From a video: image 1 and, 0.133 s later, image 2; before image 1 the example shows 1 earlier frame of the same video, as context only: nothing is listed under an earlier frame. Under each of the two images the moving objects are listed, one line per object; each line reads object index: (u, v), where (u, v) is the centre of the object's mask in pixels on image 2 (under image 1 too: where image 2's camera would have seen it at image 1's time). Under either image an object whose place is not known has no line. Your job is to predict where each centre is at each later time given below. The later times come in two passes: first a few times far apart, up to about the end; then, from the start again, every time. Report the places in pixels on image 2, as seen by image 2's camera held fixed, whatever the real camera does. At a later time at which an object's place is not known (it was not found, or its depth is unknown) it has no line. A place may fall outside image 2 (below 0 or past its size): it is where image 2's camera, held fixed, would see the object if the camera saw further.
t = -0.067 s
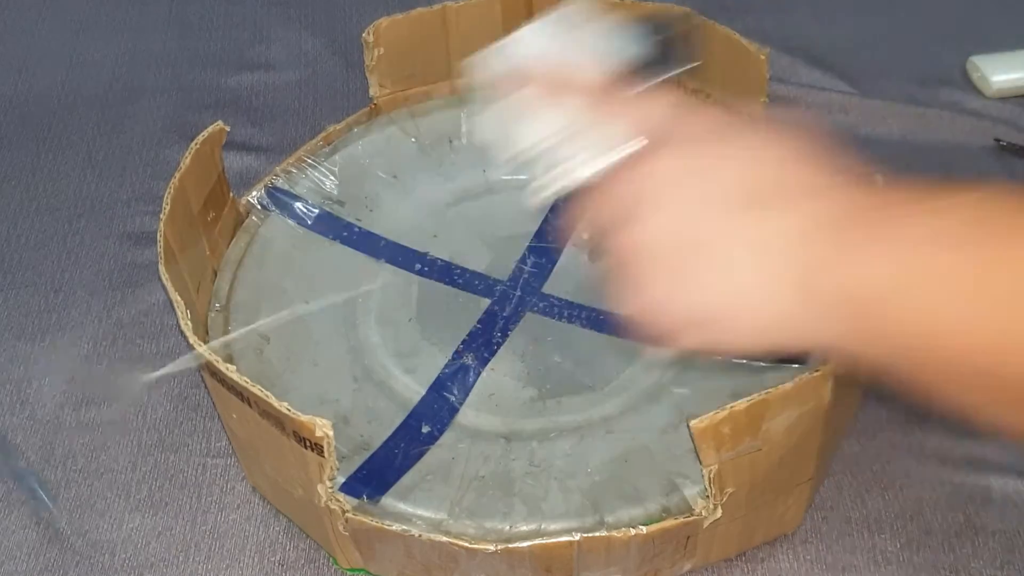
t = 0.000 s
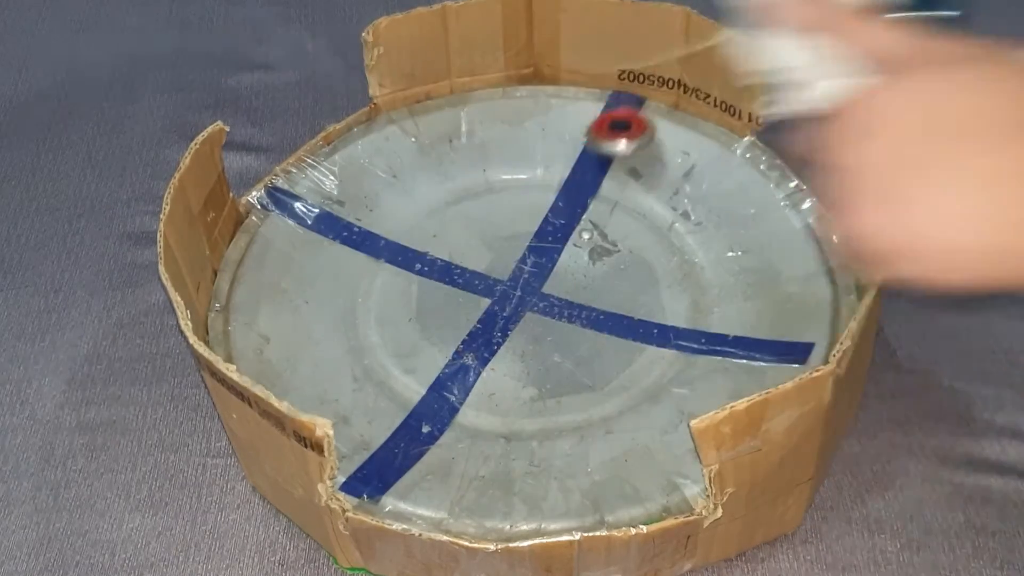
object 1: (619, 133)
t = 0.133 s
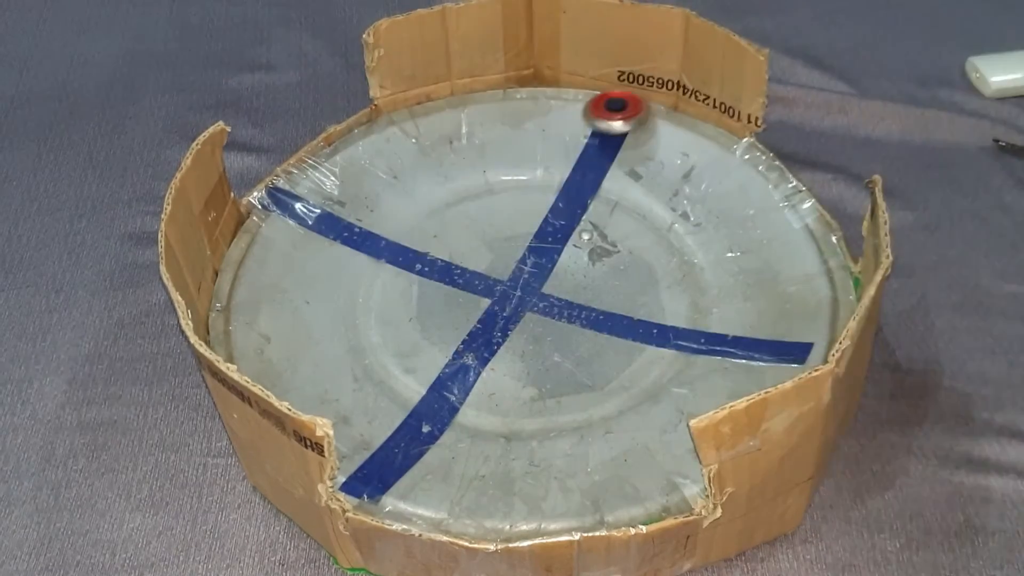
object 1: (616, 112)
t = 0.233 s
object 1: (565, 136)
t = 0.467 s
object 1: (342, 246)
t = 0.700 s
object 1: (341, 418)
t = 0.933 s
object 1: (641, 443)
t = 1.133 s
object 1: (701, 277)
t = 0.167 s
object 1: (605, 117)
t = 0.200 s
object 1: (587, 127)
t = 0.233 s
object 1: (565, 136)
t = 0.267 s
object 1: (537, 146)
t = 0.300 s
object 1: (507, 160)
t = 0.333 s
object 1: (475, 174)
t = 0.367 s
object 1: (441, 190)
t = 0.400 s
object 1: (406, 207)
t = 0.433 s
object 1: (373, 225)
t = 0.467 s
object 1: (342, 246)
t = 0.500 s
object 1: (317, 269)
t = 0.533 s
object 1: (299, 293)
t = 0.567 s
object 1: (285, 322)
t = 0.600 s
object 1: (281, 351)
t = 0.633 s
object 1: (292, 373)
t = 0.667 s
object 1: (312, 391)
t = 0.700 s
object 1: (341, 418)
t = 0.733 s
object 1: (370, 444)
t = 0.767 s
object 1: (402, 459)
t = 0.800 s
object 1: (444, 469)
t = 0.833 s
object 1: (494, 474)
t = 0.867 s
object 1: (546, 470)
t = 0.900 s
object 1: (596, 461)
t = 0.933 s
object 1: (641, 443)
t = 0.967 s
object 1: (673, 416)
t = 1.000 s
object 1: (701, 384)
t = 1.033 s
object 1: (720, 361)
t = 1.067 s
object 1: (723, 331)
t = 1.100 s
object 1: (718, 304)
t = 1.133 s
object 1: (701, 277)
